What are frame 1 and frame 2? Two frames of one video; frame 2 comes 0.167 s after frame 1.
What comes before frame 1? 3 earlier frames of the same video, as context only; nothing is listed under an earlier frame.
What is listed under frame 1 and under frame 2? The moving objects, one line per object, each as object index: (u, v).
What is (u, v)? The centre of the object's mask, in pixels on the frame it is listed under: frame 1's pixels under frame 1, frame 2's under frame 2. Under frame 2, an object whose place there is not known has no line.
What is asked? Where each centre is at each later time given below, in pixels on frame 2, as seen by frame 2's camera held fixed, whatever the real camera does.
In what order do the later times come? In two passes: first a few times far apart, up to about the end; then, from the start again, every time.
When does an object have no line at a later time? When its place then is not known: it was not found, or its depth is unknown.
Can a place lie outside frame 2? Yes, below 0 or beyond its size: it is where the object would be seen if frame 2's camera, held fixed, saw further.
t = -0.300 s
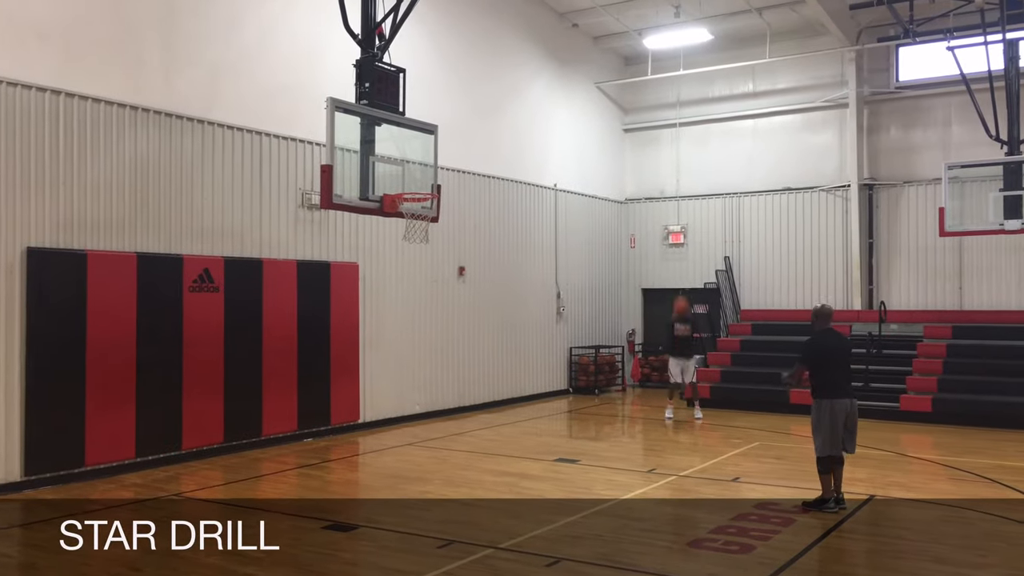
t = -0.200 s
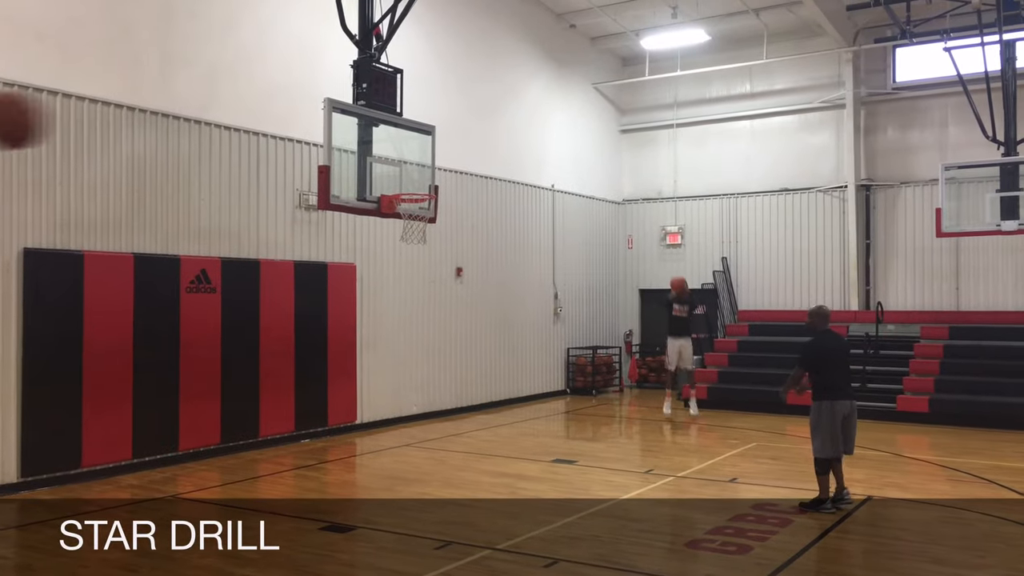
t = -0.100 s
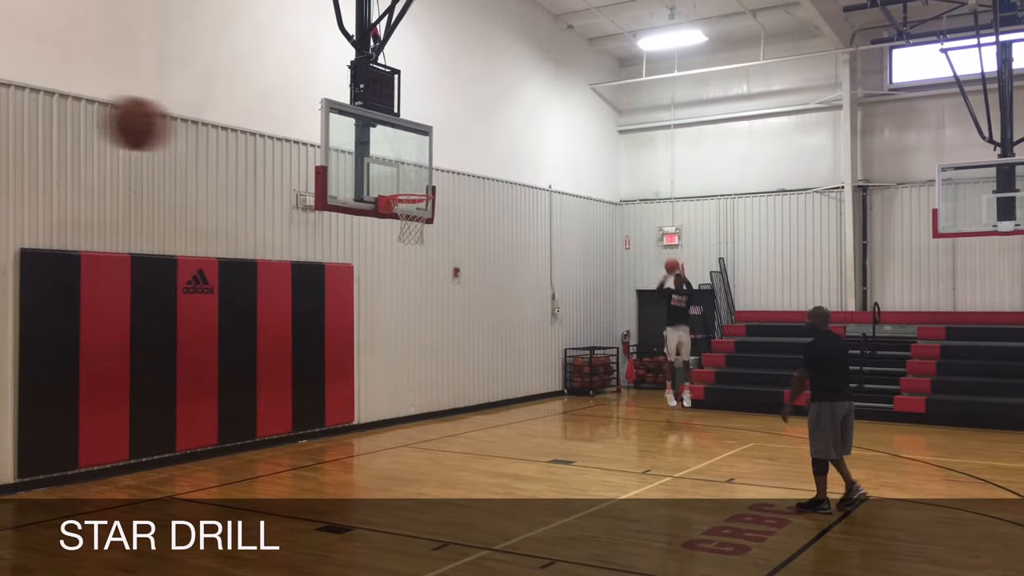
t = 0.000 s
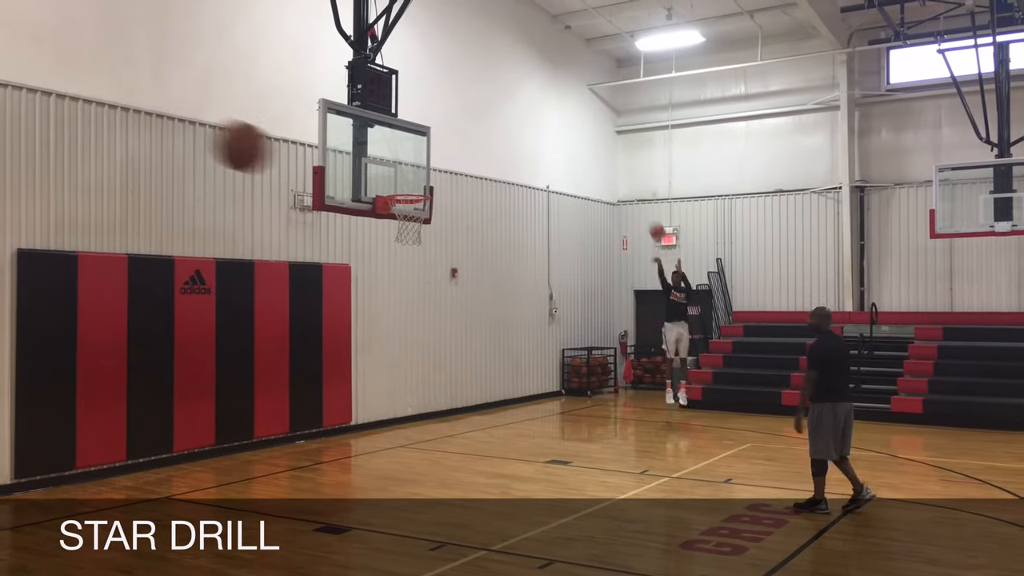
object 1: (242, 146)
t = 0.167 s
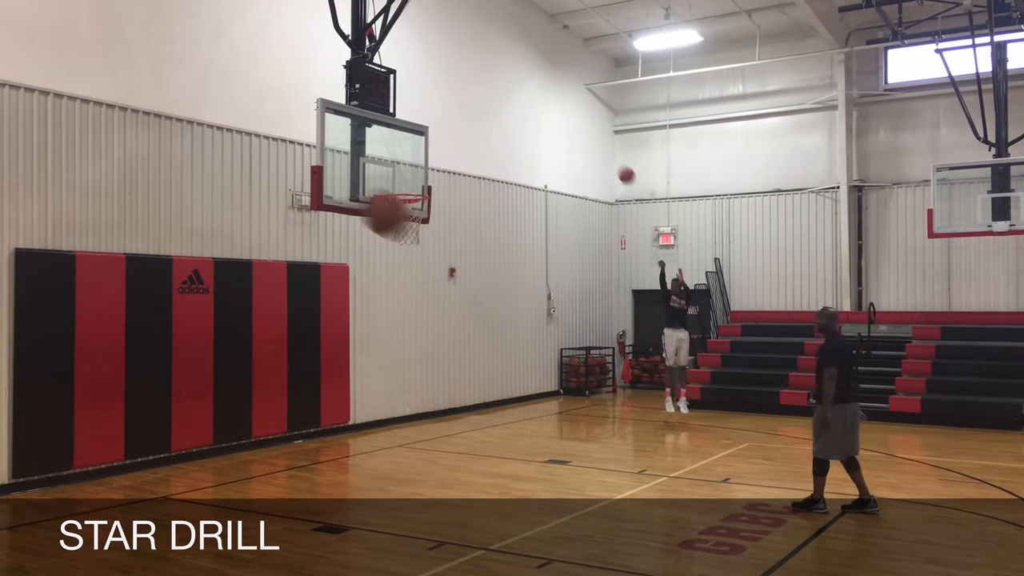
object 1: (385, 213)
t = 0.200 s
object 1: (412, 233)
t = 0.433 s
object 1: (560, 382)
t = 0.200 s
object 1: (412, 233)
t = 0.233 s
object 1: (435, 250)
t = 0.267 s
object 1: (457, 269)
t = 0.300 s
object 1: (479, 290)
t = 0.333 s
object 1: (500, 311)
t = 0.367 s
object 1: (520, 333)
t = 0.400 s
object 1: (537, 354)
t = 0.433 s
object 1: (560, 382)
